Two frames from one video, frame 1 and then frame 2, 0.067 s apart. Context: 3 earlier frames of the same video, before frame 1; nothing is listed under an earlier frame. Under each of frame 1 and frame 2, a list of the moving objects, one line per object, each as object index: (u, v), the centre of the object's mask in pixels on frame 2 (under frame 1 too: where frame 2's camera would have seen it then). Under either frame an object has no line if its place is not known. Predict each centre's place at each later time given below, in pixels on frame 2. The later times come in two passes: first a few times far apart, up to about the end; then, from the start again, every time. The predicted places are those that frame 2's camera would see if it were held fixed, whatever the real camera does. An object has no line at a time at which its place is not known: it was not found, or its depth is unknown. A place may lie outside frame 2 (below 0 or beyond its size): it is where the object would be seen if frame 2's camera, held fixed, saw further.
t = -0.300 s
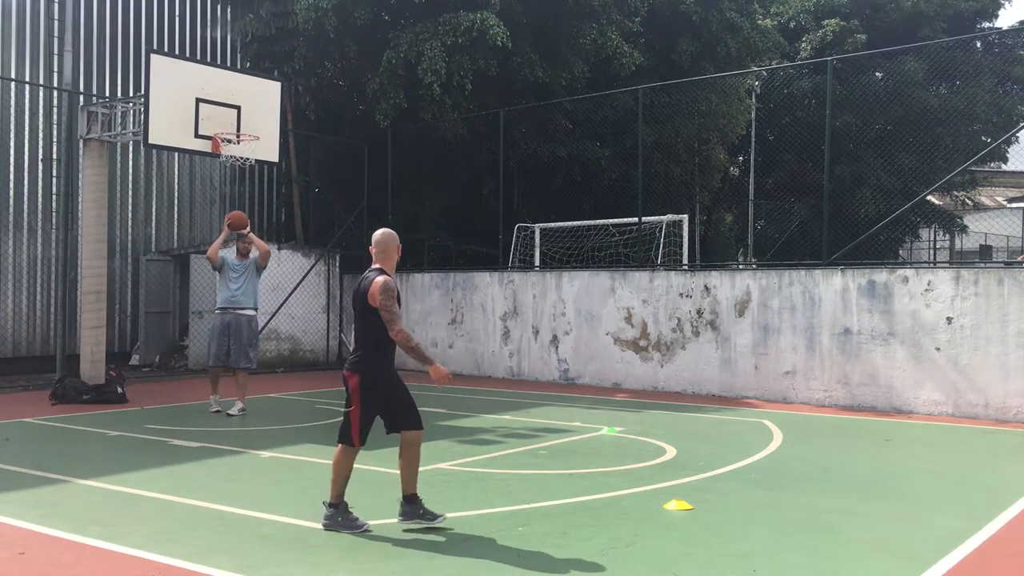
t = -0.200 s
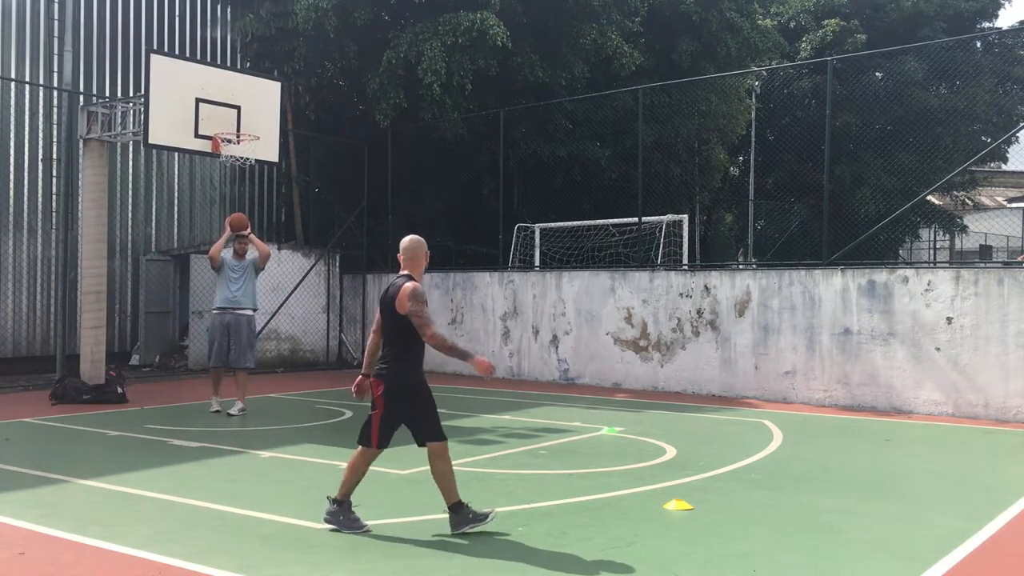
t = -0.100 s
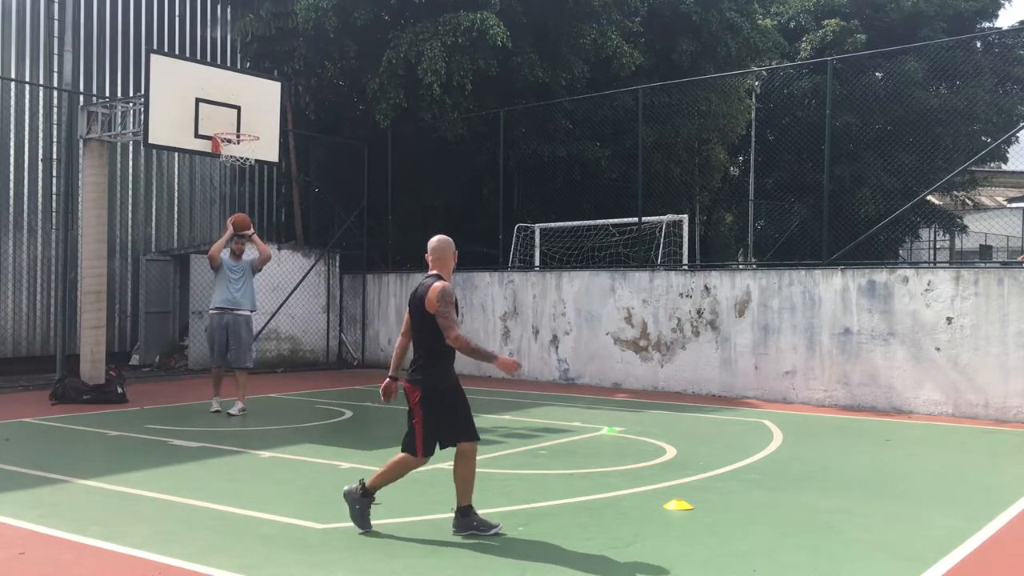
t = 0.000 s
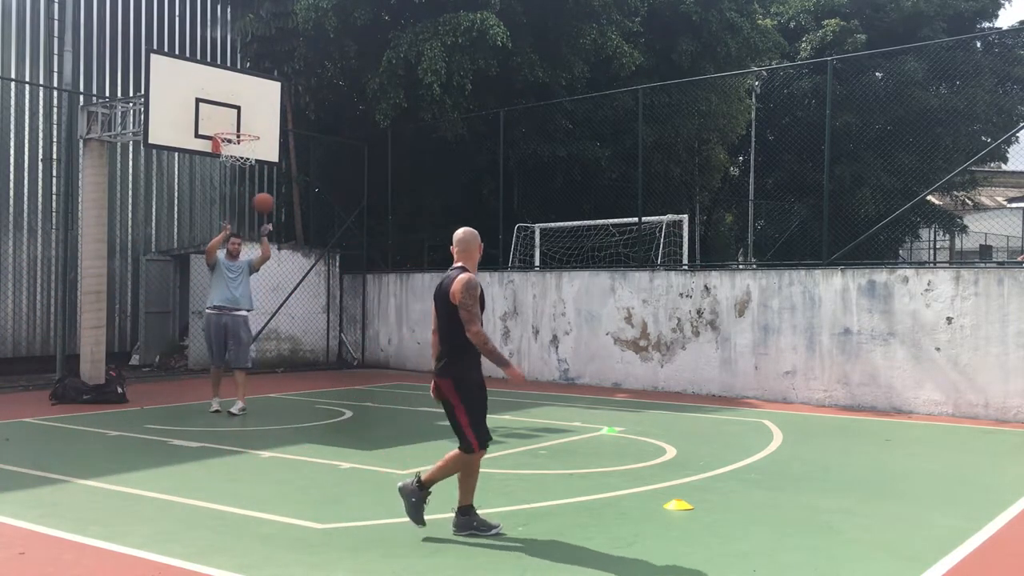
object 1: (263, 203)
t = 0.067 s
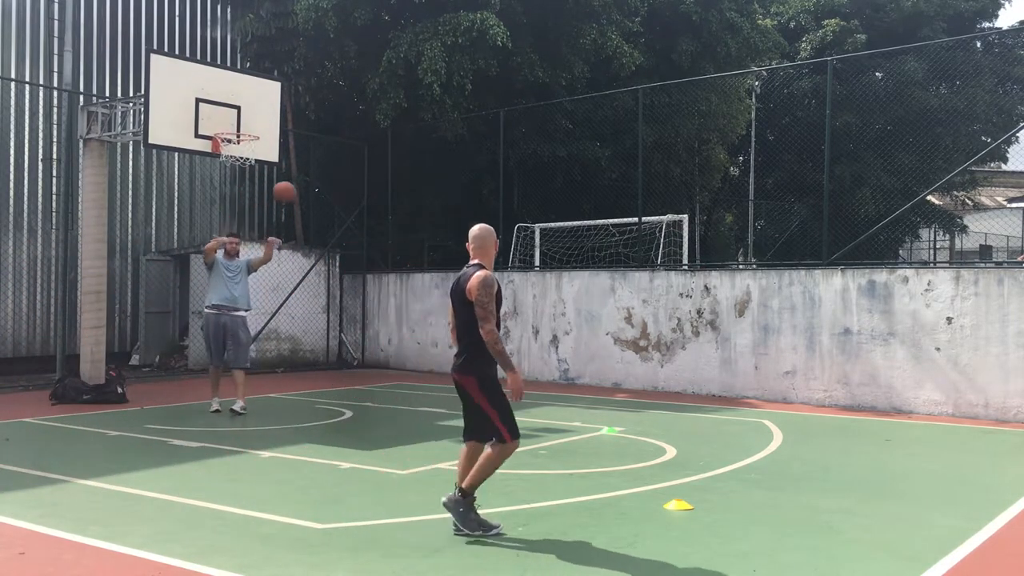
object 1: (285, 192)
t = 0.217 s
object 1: (339, 180)
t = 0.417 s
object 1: (422, 197)
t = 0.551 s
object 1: (489, 236)
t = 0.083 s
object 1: (290, 189)
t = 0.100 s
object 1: (295, 187)
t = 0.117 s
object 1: (301, 186)
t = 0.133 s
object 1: (307, 184)
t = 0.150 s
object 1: (313, 183)
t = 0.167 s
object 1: (319, 182)
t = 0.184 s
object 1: (325, 181)
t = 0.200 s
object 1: (331, 180)
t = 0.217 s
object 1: (339, 180)
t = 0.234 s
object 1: (344, 180)
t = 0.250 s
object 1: (350, 180)
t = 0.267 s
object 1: (357, 180)
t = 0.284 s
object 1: (363, 181)
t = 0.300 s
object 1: (371, 182)
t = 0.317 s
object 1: (378, 183)
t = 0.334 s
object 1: (385, 185)
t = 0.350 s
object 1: (392, 186)
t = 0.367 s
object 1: (399, 189)
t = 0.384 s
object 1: (407, 191)
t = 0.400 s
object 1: (414, 194)
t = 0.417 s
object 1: (422, 197)
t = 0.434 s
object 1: (430, 201)
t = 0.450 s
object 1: (438, 204)
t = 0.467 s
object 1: (446, 209)
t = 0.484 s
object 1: (454, 213)
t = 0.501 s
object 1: (463, 218)
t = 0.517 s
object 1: (471, 224)
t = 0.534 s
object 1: (480, 230)
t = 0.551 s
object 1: (489, 236)
